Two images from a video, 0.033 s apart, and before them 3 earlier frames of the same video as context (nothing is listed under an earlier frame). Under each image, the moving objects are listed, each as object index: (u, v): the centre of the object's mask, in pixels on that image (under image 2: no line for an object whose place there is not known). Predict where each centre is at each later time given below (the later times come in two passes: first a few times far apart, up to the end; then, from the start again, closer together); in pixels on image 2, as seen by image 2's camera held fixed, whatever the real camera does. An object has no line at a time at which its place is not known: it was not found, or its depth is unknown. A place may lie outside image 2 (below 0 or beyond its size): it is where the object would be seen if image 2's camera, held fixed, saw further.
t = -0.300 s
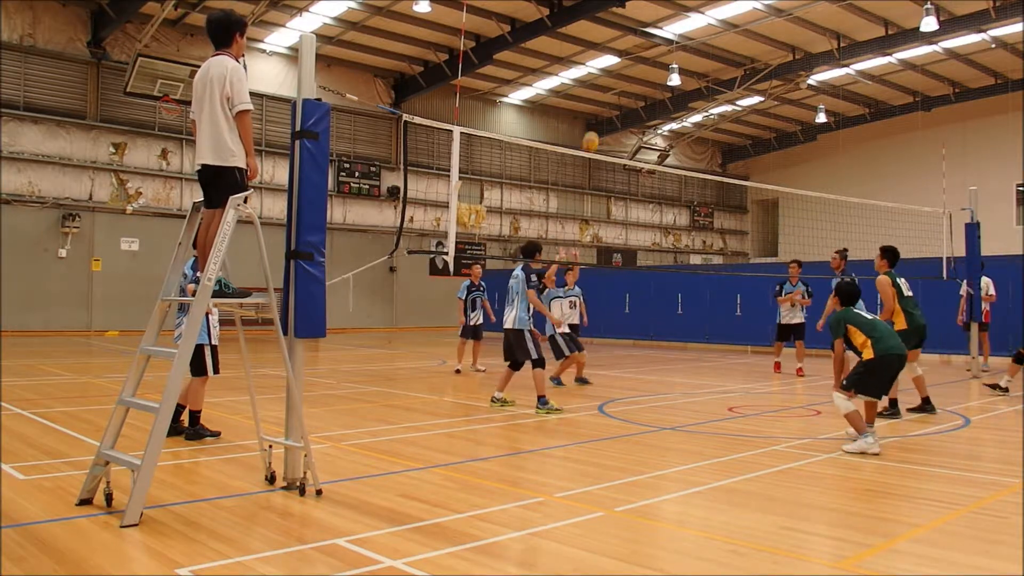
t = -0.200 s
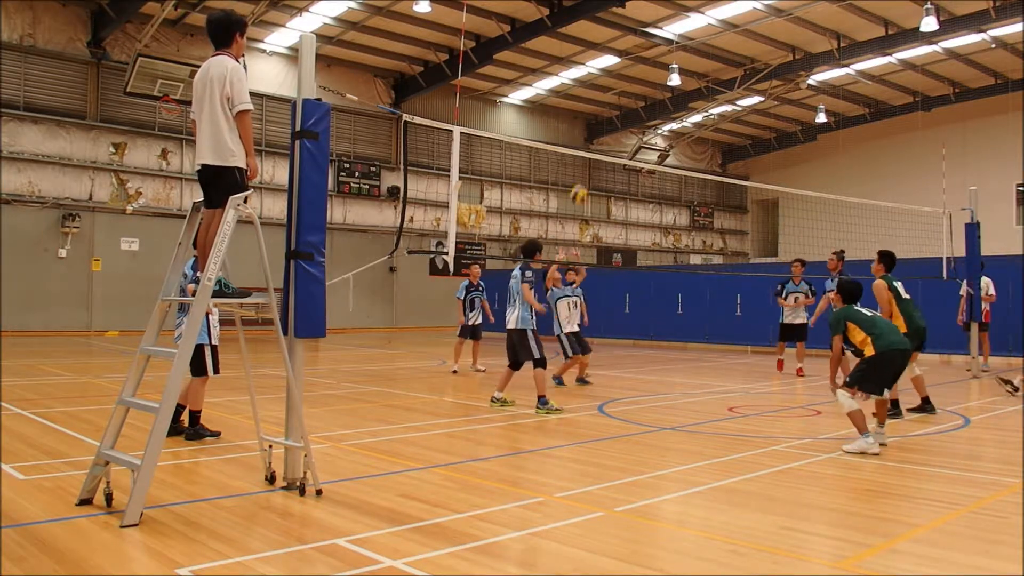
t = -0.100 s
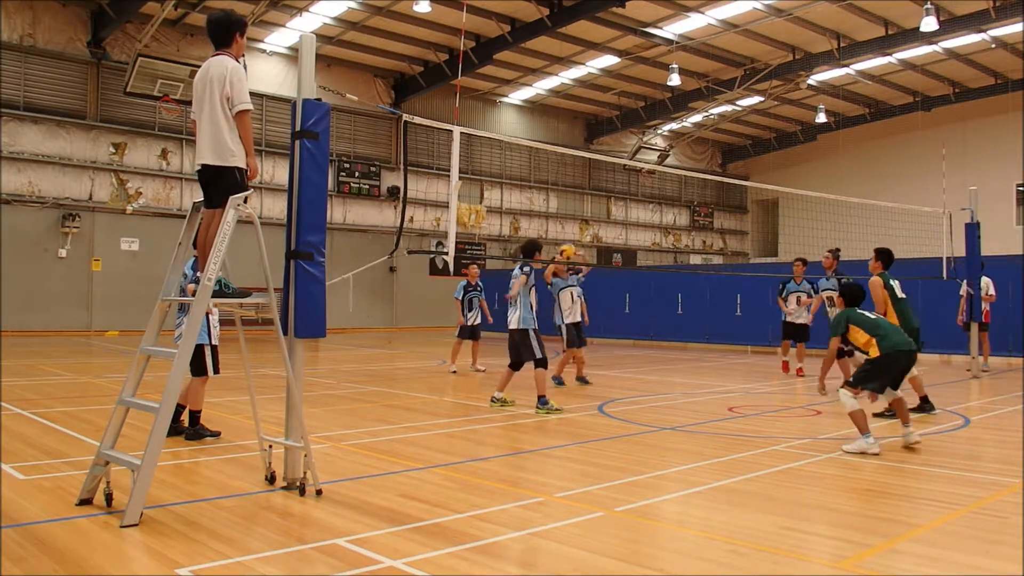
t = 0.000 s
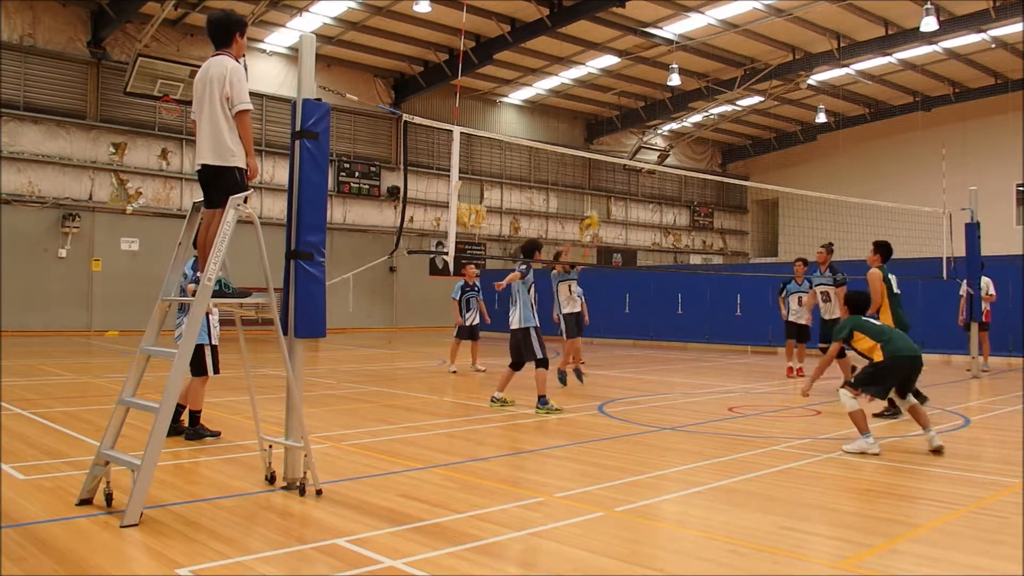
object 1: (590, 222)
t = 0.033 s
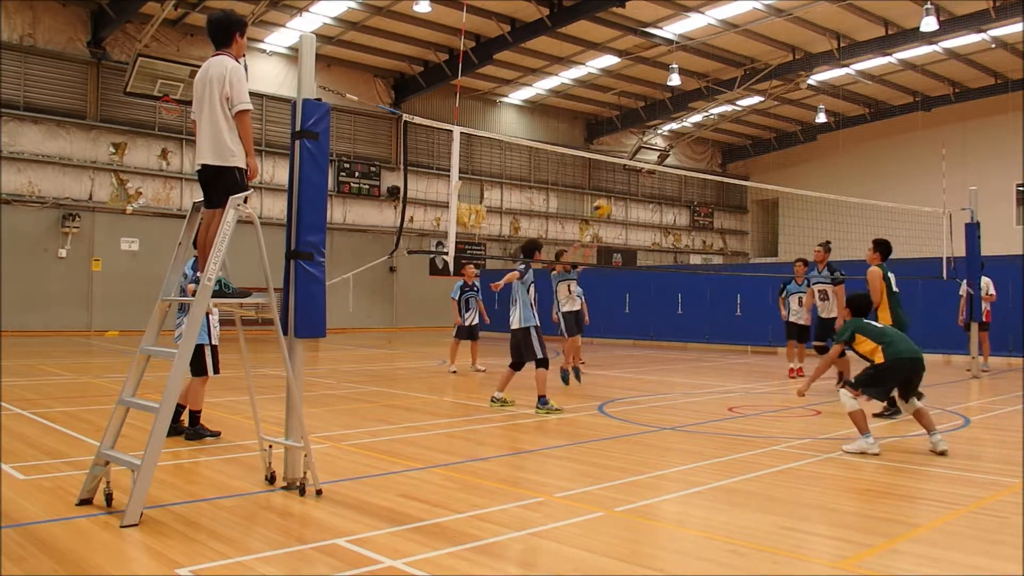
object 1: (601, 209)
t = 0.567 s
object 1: (861, 114)
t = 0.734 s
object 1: (1011, 164)
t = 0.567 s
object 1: (861, 114)
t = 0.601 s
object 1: (887, 119)
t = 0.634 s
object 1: (917, 124)
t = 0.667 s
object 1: (946, 134)
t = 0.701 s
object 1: (979, 146)
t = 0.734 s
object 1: (1011, 164)
